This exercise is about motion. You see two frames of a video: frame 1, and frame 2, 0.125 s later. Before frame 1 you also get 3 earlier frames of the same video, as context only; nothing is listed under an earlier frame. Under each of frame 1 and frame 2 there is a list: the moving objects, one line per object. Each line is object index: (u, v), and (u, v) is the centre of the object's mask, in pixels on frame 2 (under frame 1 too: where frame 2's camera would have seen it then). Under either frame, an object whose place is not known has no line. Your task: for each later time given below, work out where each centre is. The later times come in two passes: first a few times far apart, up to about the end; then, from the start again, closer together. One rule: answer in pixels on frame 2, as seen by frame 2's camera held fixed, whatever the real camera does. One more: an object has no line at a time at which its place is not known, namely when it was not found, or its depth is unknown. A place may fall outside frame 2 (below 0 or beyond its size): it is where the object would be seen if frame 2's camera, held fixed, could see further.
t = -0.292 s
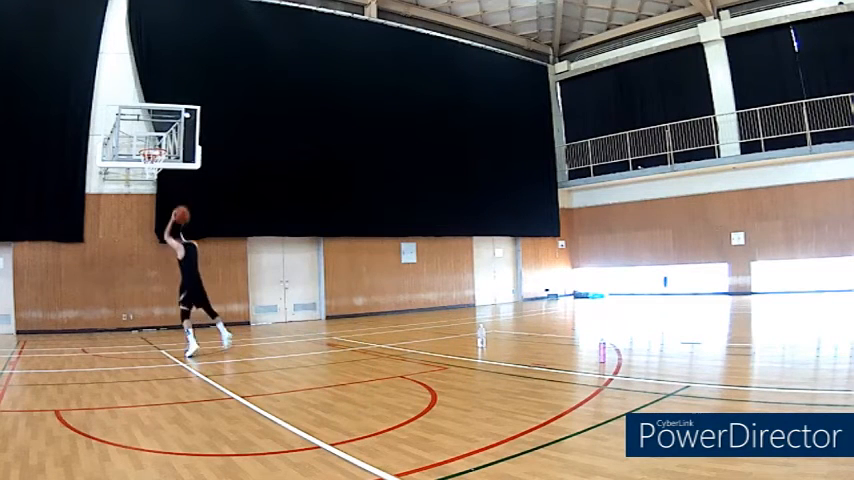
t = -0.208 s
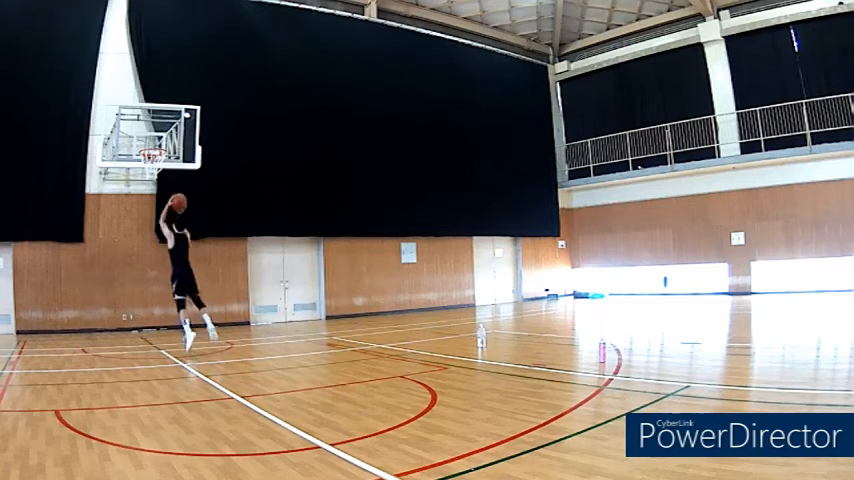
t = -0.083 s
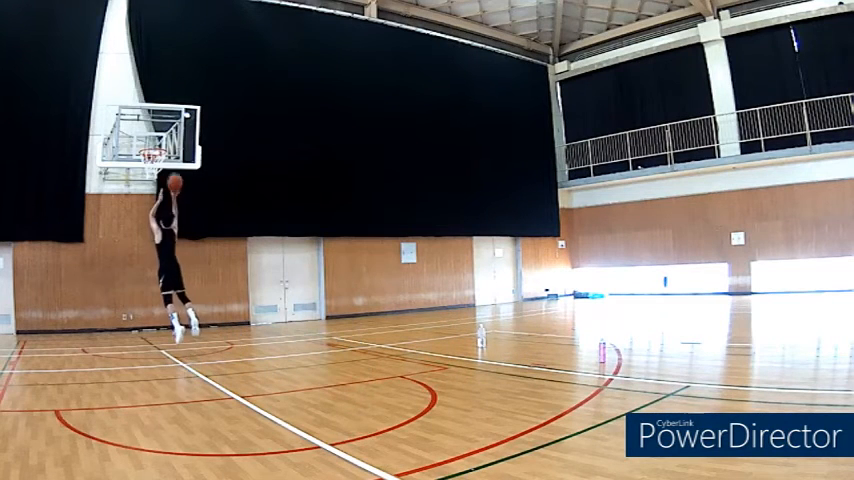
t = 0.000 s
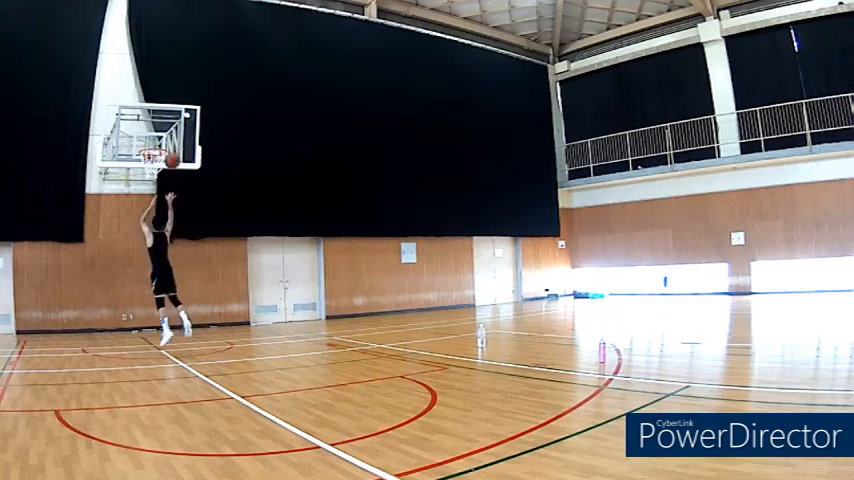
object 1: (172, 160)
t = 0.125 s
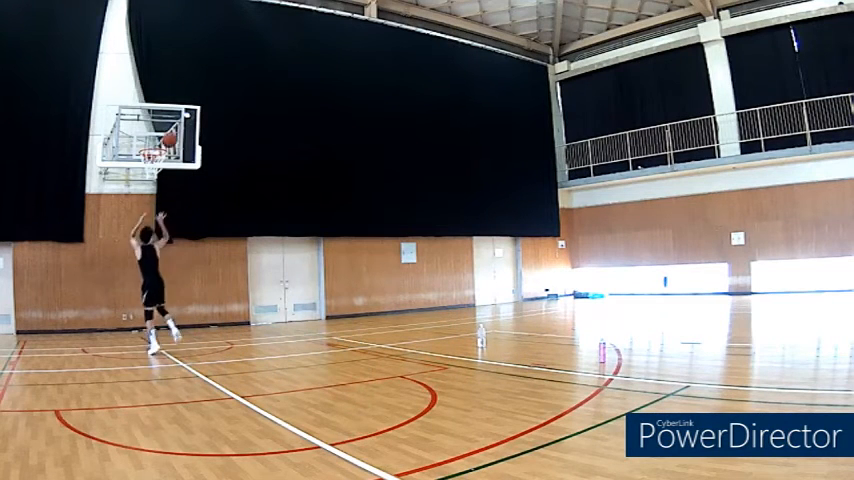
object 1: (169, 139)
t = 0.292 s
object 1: (164, 125)
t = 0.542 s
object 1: (156, 138)
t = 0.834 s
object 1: (153, 144)
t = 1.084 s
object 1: (150, 189)
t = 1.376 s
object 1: (150, 308)
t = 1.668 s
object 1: (148, 269)
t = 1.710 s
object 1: (148, 260)
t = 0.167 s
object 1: (168, 135)
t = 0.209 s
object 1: (166, 129)
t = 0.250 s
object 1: (166, 127)
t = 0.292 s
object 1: (164, 125)
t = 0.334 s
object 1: (164, 125)
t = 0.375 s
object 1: (161, 126)
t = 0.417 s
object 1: (161, 127)
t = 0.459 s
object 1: (159, 131)
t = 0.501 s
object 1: (157, 134)
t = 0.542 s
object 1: (156, 138)
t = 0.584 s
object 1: (156, 140)
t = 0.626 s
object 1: (156, 138)
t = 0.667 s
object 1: (155, 137)
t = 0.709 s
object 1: (155, 137)
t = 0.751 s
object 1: (155, 139)
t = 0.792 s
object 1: (154, 141)
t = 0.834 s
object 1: (153, 144)
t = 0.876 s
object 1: (153, 150)
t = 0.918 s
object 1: (152, 156)
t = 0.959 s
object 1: (152, 162)
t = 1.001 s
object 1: (151, 168)
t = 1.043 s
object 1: (151, 180)
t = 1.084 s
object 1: (150, 189)
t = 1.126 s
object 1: (150, 205)
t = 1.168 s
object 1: (150, 216)
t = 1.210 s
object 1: (150, 233)
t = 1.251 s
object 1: (149, 247)
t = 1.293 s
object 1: (149, 266)
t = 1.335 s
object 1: (150, 282)
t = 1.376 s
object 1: (150, 308)
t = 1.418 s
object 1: (151, 331)
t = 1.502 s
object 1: (151, 331)
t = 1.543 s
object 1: (150, 316)
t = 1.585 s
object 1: (150, 299)
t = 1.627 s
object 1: (149, 285)
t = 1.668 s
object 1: (148, 269)
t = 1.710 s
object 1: (148, 260)
